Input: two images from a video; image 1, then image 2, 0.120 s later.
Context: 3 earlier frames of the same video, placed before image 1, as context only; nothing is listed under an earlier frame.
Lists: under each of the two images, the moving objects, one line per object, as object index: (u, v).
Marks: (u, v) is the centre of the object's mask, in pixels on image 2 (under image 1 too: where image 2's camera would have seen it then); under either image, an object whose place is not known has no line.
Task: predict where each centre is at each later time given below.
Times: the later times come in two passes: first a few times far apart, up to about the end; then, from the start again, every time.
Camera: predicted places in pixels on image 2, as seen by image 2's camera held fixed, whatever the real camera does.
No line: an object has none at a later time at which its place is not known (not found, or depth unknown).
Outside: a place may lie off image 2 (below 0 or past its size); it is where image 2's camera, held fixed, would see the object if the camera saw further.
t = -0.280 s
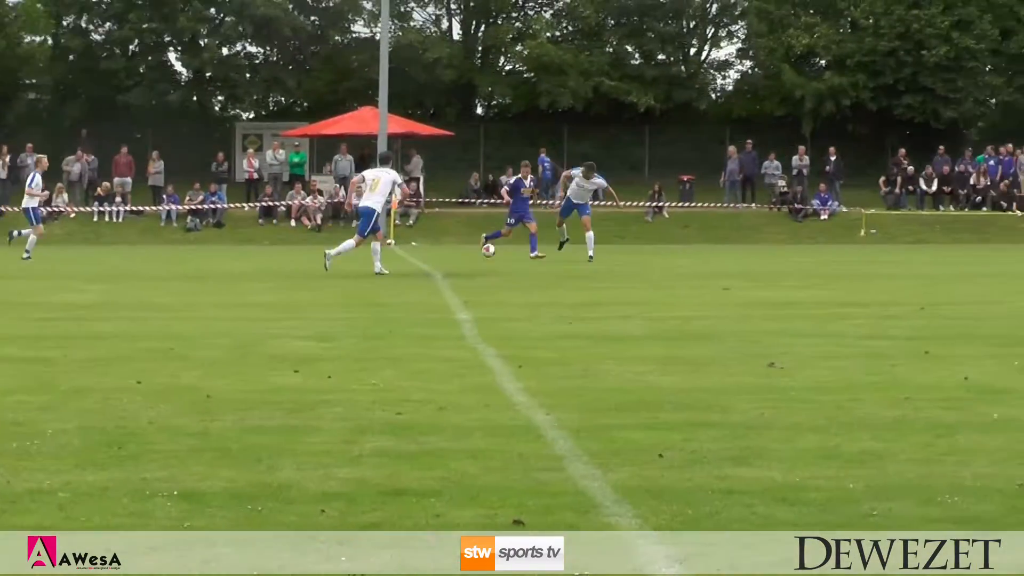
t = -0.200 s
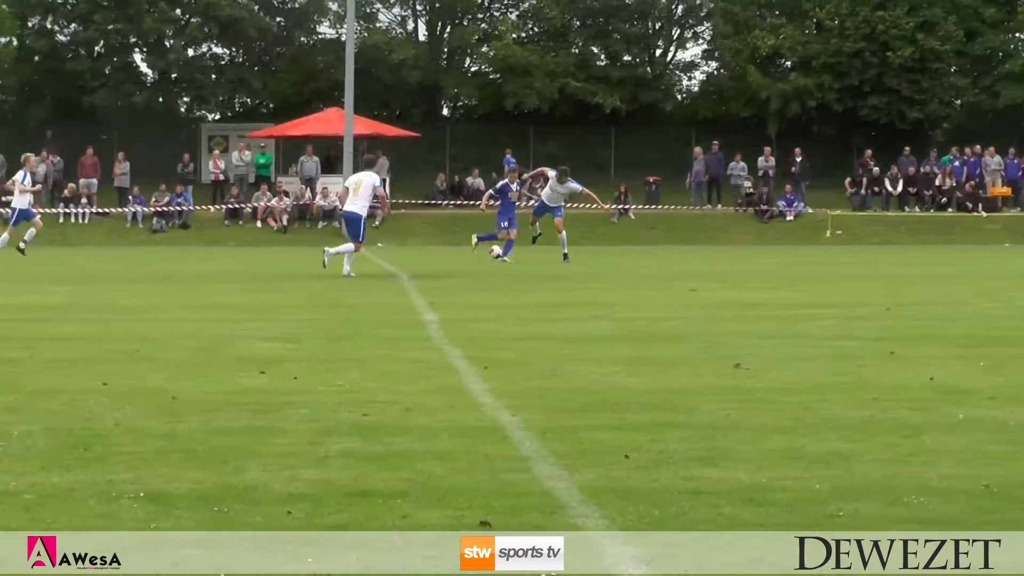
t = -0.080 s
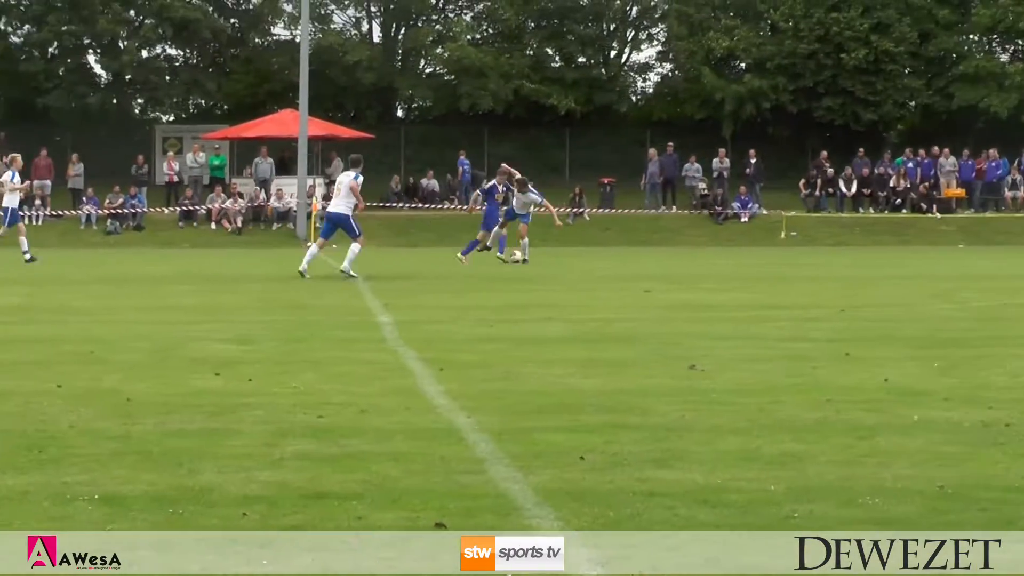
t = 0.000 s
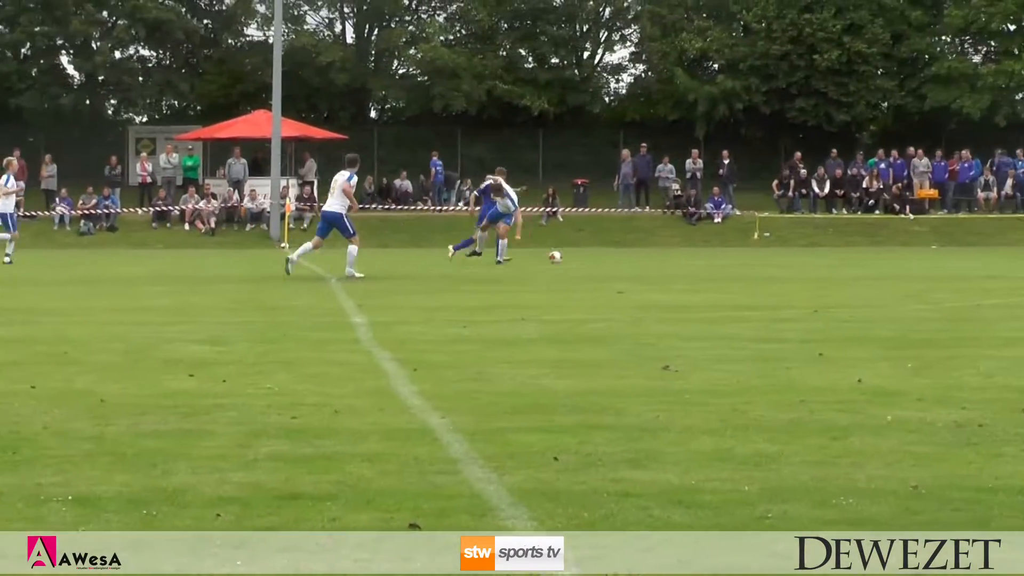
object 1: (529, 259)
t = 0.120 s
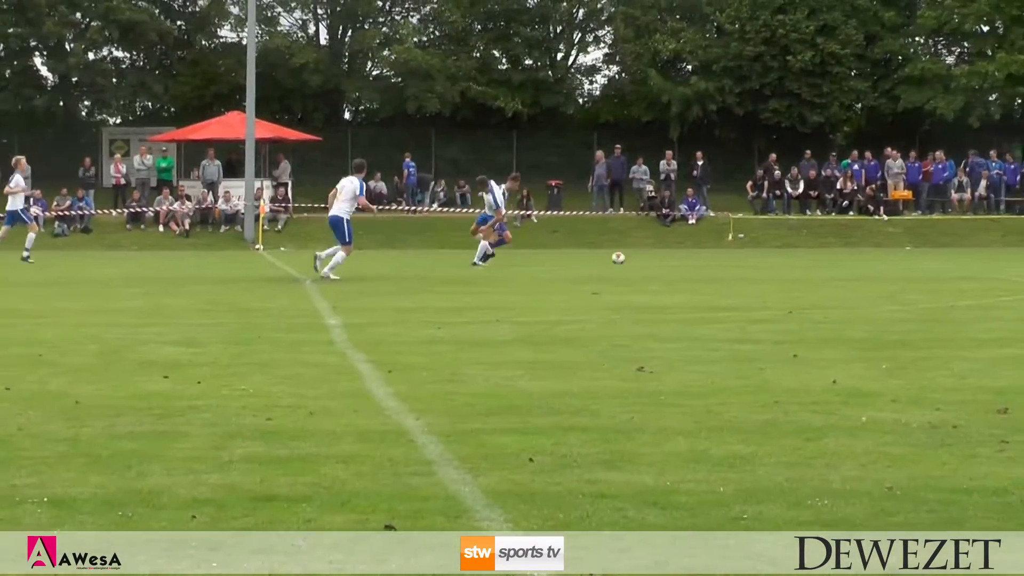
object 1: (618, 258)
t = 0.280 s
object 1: (720, 258)
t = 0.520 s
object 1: (840, 254)
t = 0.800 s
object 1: (954, 252)
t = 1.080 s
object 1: (1048, 249)
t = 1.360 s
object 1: (1136, 247)
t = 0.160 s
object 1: (645, 258)
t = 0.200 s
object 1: (671, 258)
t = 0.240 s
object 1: (695, 258)
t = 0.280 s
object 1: (720, 258)
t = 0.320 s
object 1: (741, 257)
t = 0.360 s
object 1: (763, 256)
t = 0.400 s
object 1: (783, 256)
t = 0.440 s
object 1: (803, 256)
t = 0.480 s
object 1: (822, 255)
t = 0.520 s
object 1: (840, 254)
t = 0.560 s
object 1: (859, 255)
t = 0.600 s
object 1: (876, 254)
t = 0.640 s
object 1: (892, 253)
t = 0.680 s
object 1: (908, 252)
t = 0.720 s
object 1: (924, 252)
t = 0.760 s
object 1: (939, 252)
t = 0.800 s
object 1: (954, 252)
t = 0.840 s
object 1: (968, 252)
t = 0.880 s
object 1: (982, 252)
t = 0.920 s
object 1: (995, 252)
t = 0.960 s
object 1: (1009, 251)
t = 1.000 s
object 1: (1022, 250)
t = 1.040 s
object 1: (1035, 249)
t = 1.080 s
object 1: (1048, 249)
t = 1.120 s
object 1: (1061, 250)
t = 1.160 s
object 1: (1073, 249)
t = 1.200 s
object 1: (1087, 248)
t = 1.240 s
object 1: (1099, 248)
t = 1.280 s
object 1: (1112, 247)
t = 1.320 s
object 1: (1124, 247)
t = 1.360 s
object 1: (1136, 247)
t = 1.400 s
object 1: (1148, 246)
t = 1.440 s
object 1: (1160, 246)
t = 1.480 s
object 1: (1172, 245)
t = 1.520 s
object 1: (1183, 244)
